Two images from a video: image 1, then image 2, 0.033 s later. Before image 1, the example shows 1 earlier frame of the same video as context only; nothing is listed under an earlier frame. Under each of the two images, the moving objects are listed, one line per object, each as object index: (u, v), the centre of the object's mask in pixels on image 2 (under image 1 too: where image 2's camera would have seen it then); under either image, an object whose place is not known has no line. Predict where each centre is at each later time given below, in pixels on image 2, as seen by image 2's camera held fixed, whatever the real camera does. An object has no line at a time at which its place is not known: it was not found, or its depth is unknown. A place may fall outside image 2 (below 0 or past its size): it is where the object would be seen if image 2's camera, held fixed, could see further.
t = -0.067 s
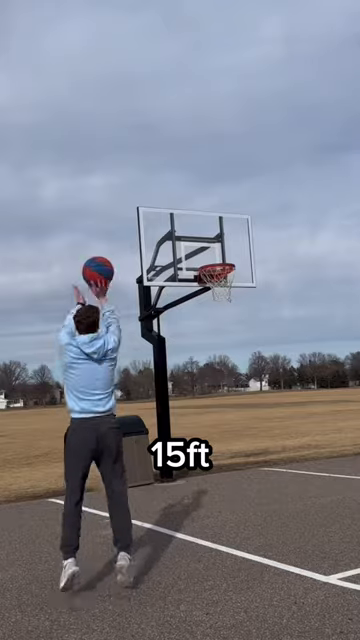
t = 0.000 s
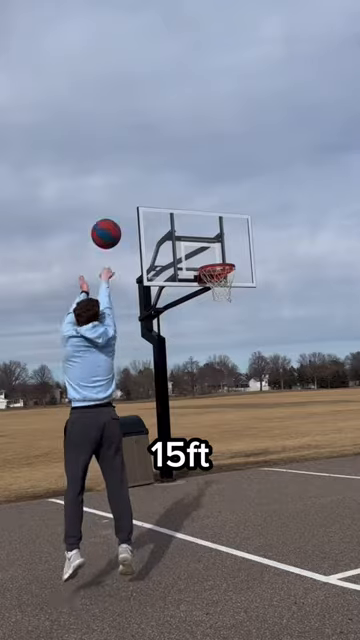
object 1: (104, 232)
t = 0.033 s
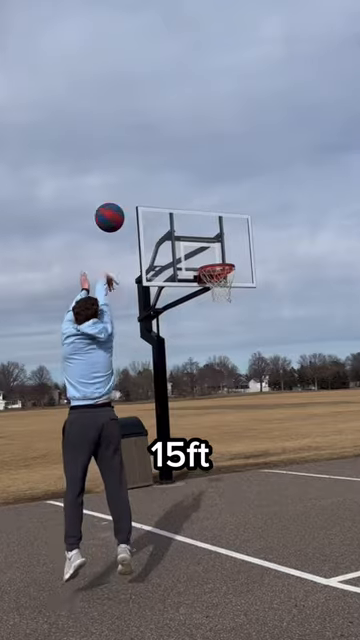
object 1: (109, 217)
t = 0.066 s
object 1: (114, 204)
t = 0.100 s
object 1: (119, 192)
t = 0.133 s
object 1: (123, 183)
